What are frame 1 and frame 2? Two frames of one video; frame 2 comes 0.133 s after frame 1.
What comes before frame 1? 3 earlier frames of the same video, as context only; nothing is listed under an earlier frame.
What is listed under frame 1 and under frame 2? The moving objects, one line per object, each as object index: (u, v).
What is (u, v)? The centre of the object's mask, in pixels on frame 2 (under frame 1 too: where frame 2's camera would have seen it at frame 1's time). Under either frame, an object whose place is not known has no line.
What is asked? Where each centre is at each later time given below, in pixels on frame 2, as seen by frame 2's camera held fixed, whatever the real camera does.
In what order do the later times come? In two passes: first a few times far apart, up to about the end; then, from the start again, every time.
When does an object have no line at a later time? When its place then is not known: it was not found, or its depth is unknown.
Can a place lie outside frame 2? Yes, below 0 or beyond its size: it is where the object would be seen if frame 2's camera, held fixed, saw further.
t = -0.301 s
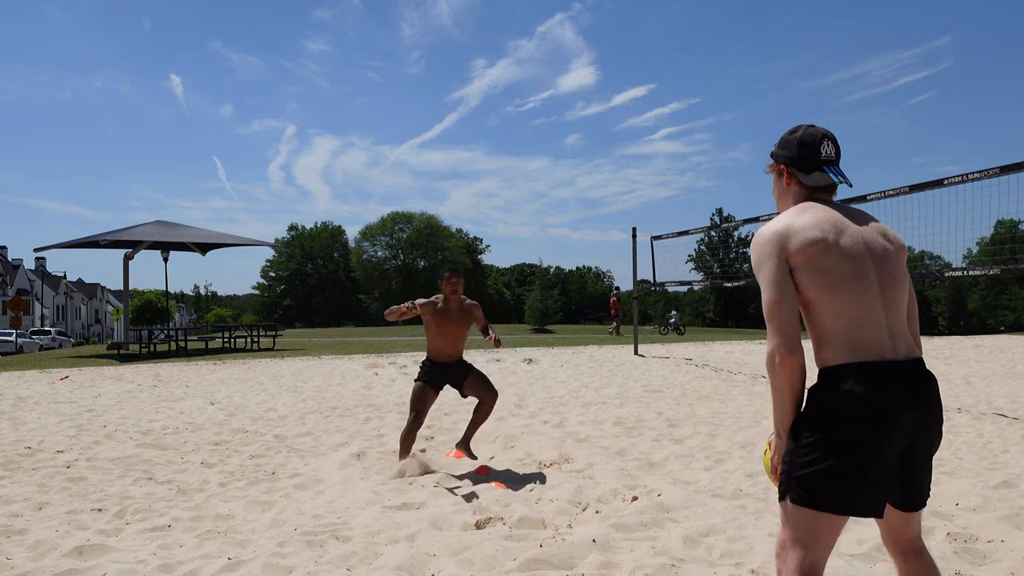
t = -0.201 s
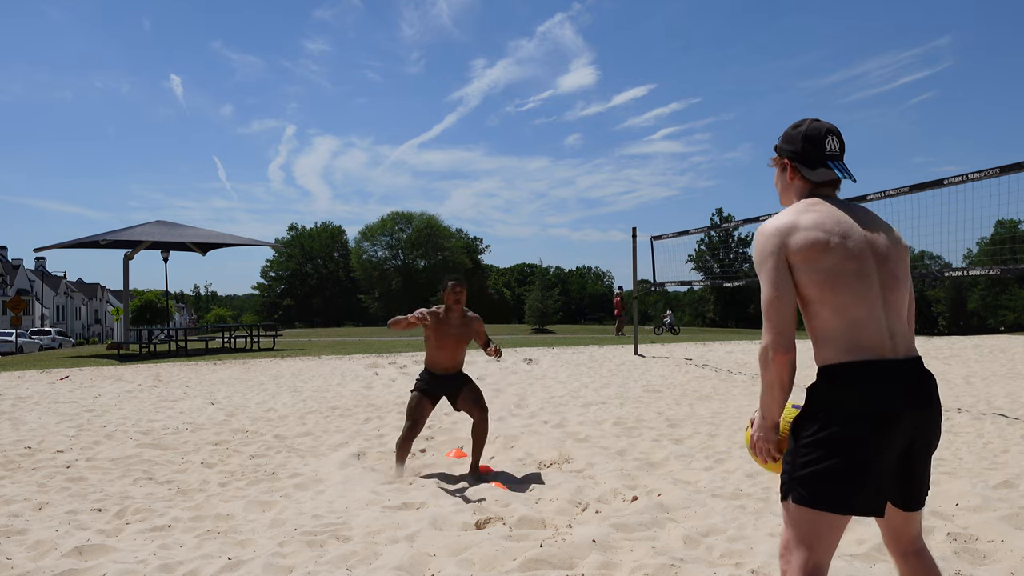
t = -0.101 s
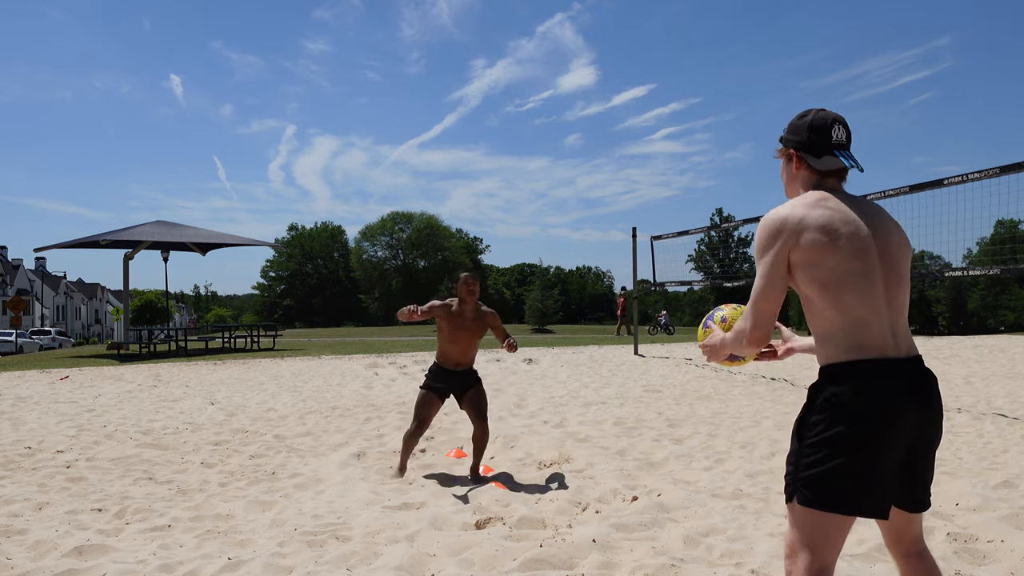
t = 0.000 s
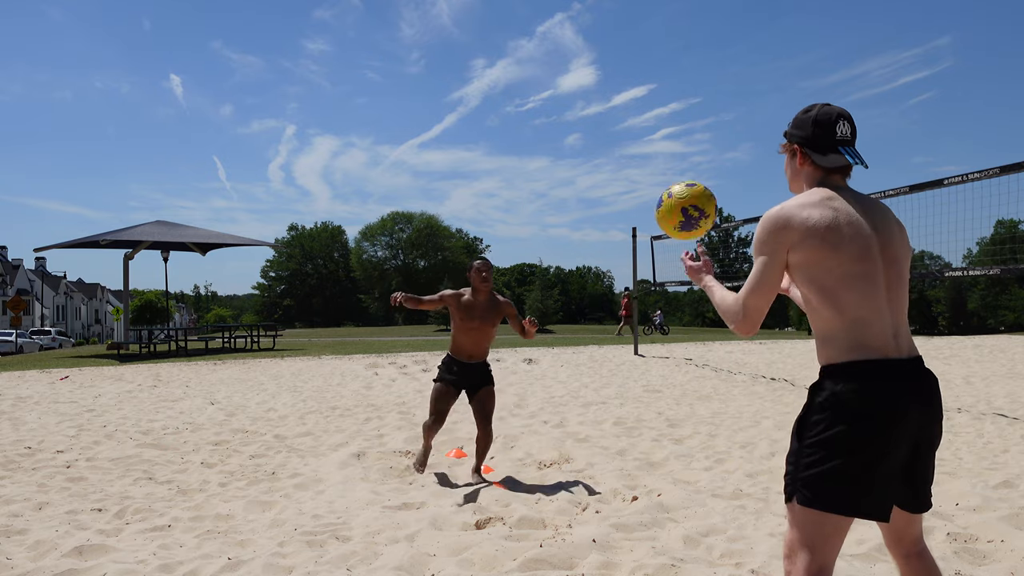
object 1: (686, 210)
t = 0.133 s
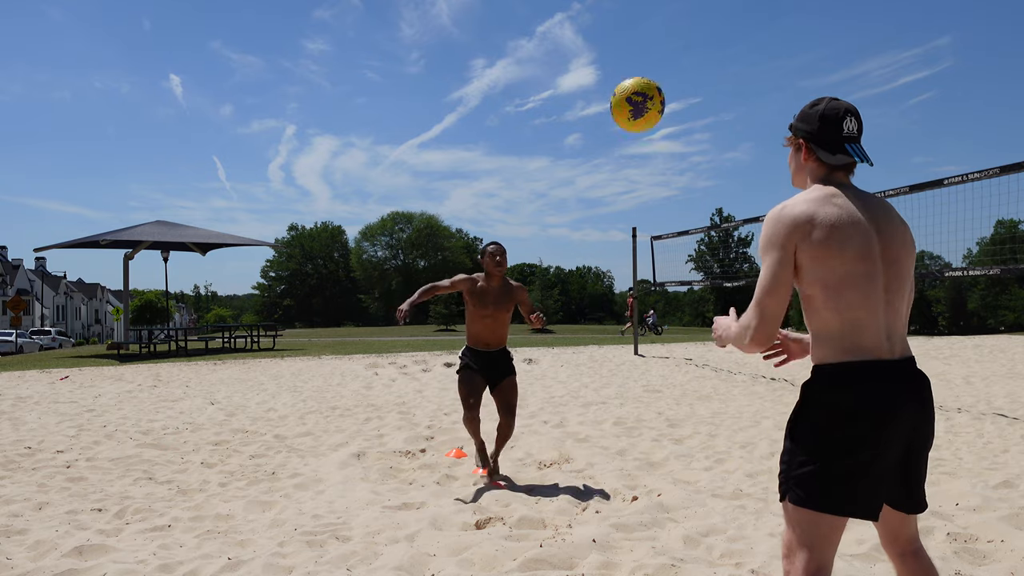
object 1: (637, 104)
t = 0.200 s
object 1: (617, 72)
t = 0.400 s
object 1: (567, 44)
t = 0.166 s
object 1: (627, 86)
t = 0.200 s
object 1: (617, 72)
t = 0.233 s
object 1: (607, 61)
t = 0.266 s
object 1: (598, 52)
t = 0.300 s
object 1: (590, 46)
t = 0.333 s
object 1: (582, 43)
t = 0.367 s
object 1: (574, 42)
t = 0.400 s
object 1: (567, 44)
